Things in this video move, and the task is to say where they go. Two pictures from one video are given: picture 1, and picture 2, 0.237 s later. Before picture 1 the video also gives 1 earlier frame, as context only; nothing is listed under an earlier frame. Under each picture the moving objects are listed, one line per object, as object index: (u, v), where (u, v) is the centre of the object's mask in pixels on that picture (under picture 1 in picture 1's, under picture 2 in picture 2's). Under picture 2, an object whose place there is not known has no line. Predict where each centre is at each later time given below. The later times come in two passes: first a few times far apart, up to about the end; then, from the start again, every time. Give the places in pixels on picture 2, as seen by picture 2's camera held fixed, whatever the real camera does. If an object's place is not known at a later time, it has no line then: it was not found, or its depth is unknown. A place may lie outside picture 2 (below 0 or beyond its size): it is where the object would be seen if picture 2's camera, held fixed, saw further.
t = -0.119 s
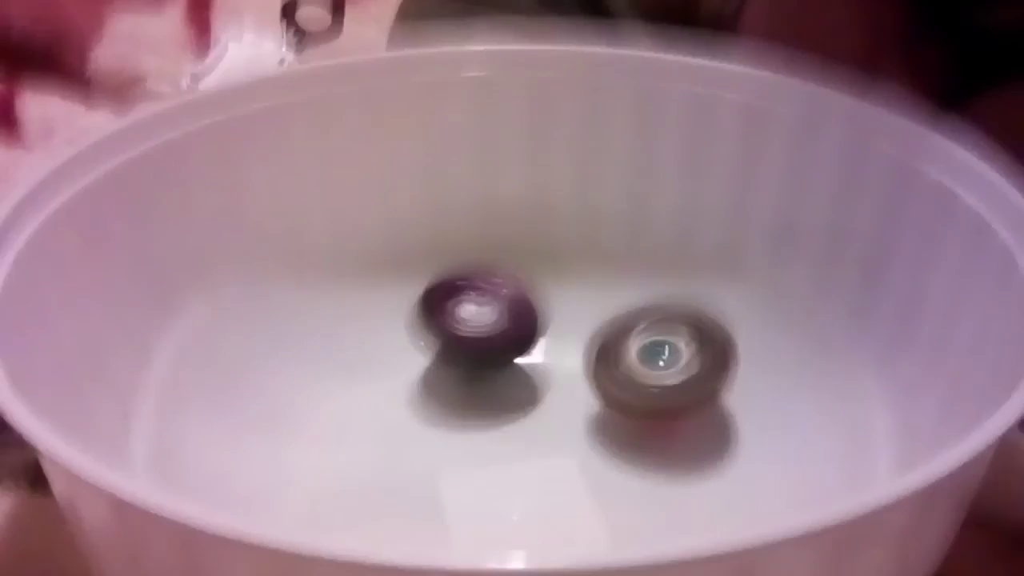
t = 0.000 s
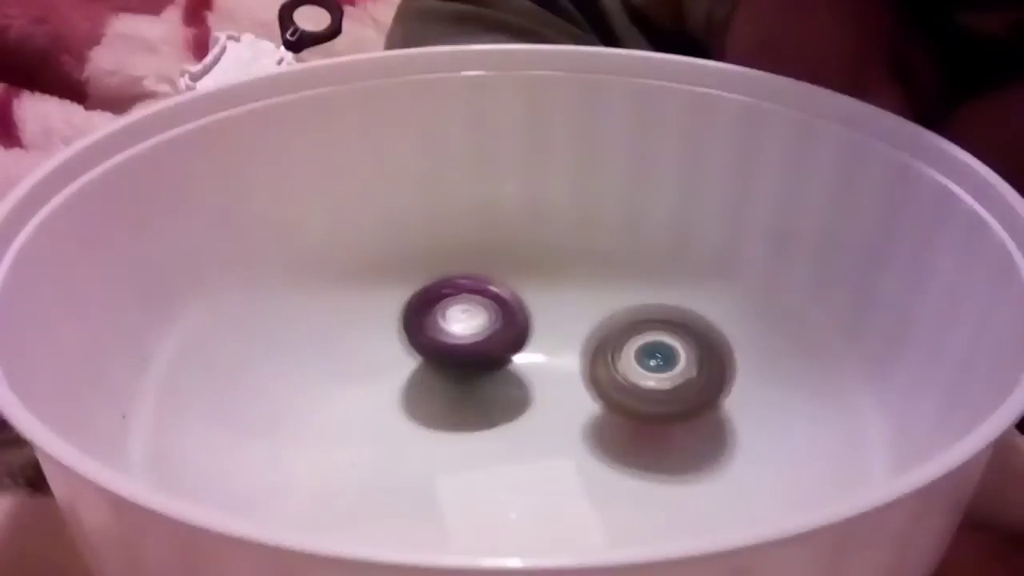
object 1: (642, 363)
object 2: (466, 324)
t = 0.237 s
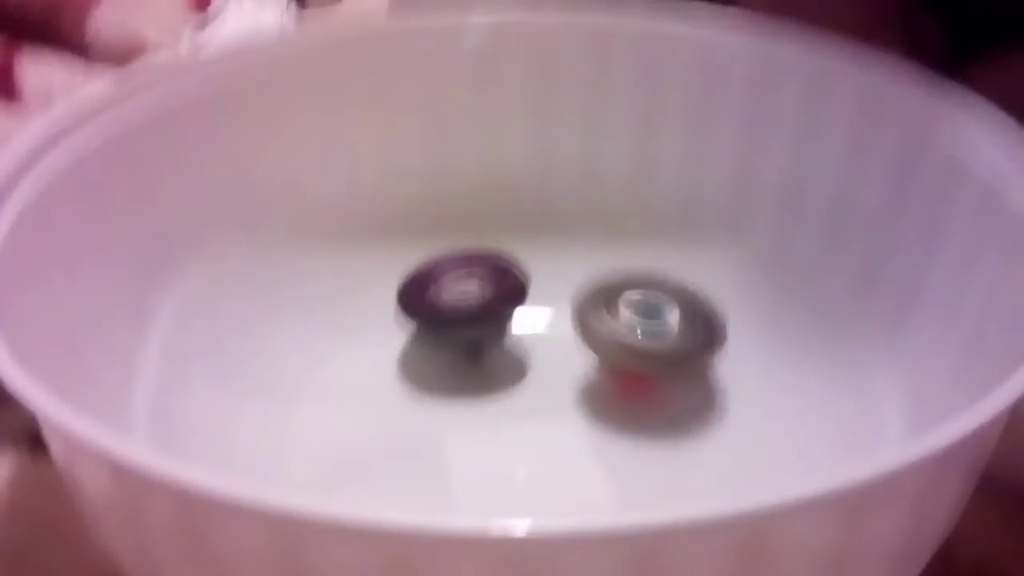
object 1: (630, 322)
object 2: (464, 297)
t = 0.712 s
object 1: (617, 313)
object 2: (472, 294)
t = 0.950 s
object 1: (606, 306)
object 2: (473, 295)
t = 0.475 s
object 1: (621, 322)
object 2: (460, 291)
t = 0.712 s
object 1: (617, 313)
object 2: (472, 294)
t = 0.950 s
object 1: (606, 306)
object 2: (473, 295)
